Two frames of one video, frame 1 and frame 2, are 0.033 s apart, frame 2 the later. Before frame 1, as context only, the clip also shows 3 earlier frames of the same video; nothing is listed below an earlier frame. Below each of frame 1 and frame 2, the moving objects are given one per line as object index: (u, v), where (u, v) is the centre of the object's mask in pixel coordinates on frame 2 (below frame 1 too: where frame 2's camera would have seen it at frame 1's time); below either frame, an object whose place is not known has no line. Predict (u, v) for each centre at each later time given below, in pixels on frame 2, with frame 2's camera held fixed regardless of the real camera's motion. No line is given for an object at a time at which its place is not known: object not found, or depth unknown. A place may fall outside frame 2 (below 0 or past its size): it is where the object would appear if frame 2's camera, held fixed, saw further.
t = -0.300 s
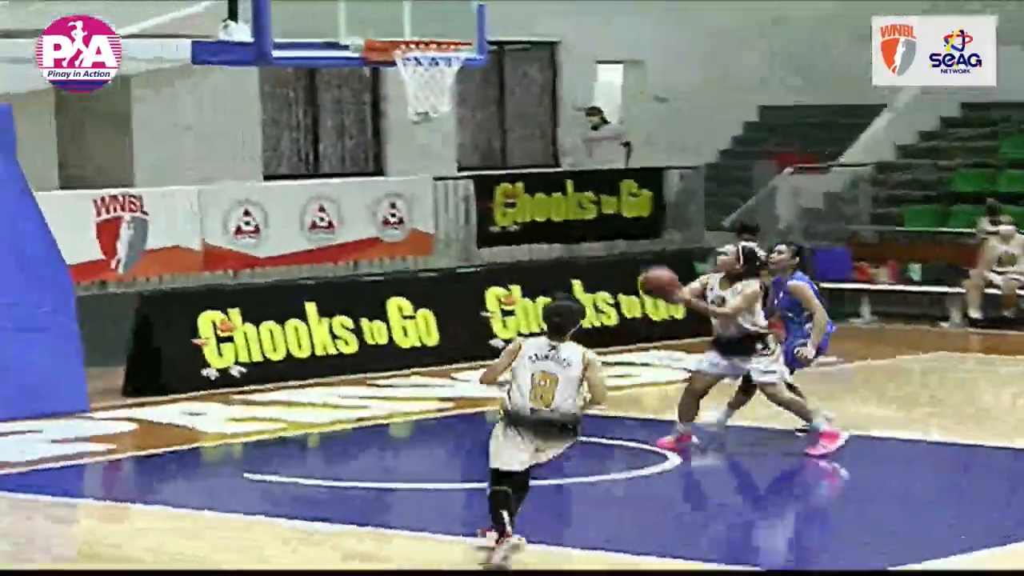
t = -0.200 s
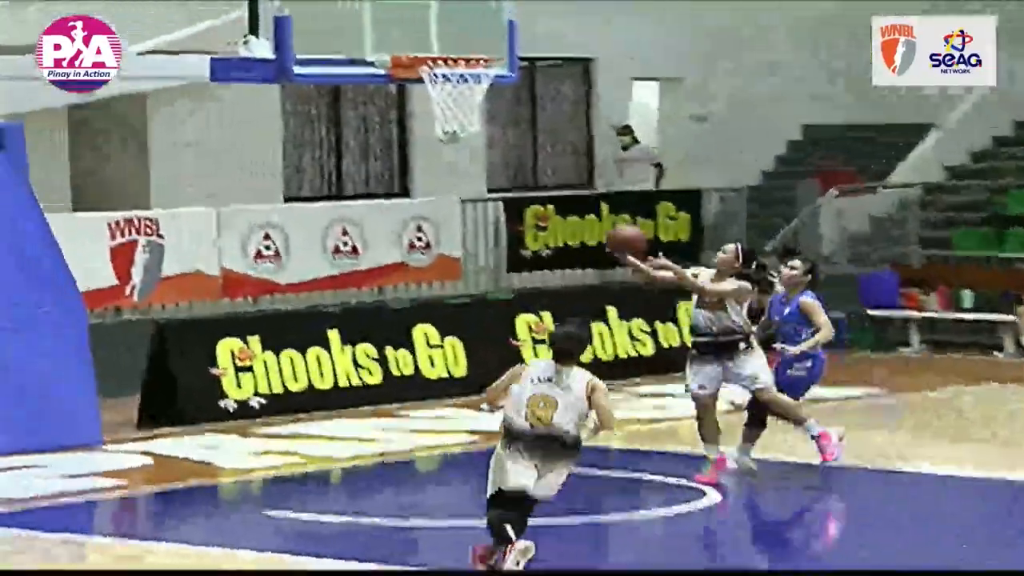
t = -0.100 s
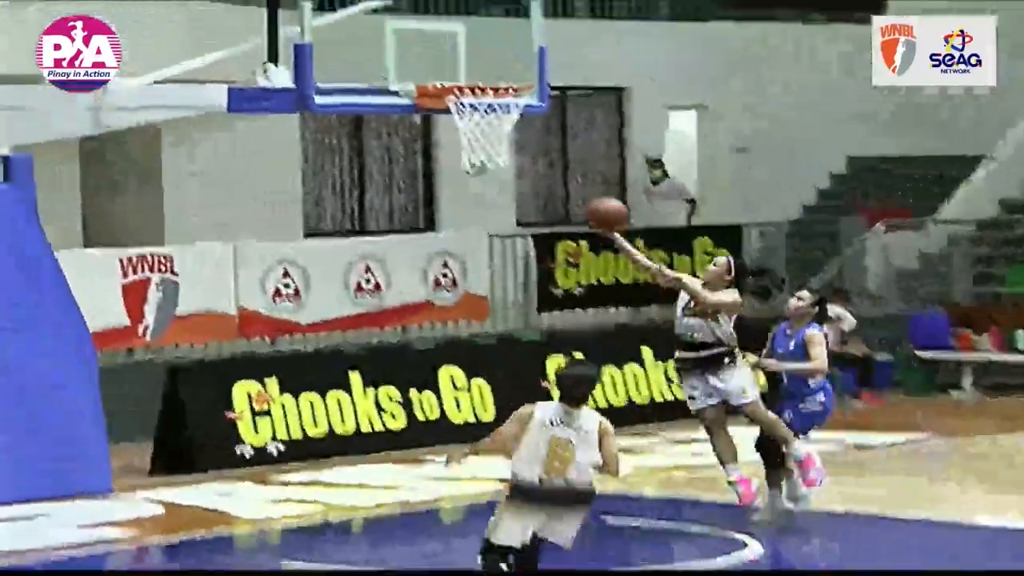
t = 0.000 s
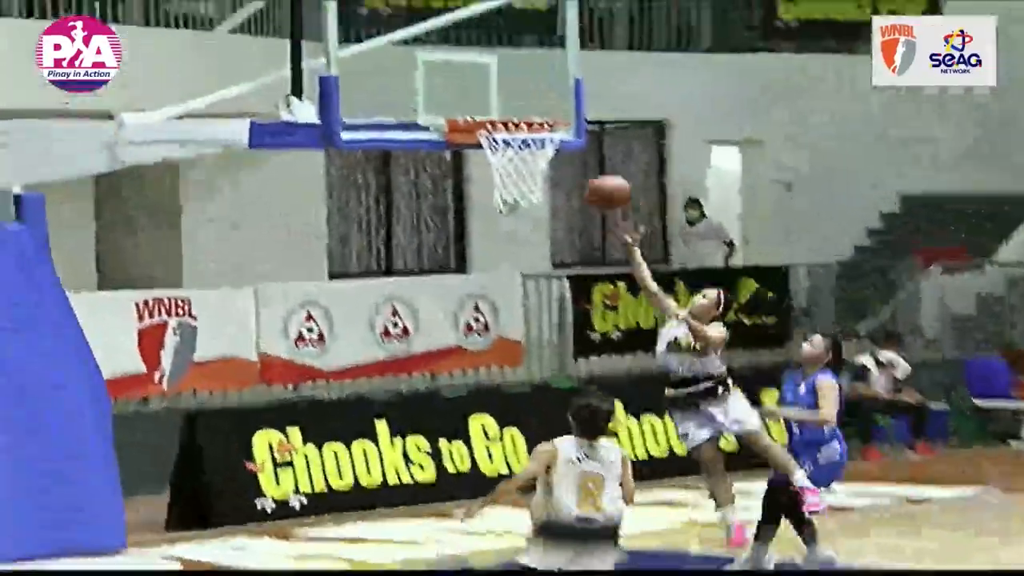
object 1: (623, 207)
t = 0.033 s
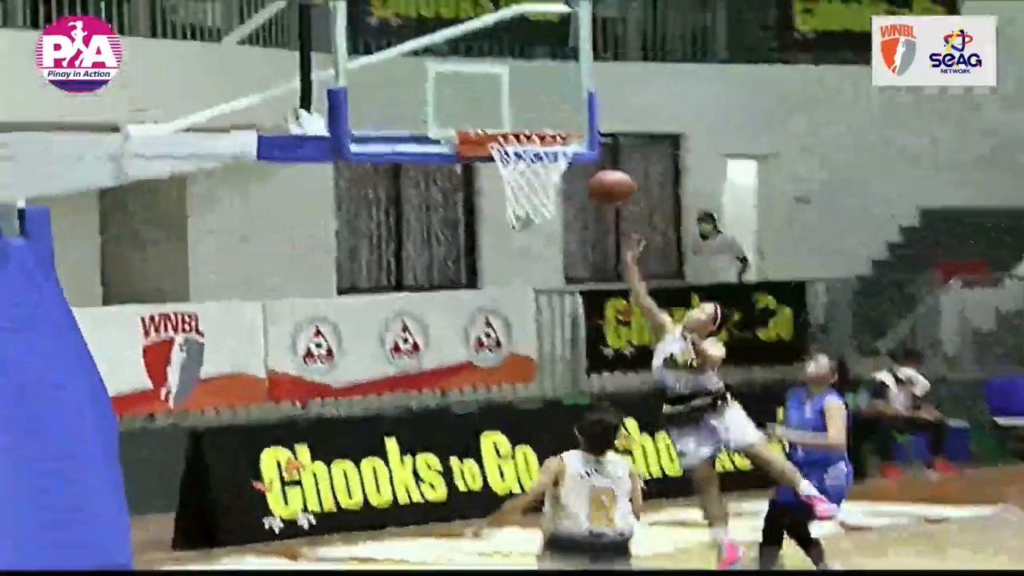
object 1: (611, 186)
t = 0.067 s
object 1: (598, 171)
